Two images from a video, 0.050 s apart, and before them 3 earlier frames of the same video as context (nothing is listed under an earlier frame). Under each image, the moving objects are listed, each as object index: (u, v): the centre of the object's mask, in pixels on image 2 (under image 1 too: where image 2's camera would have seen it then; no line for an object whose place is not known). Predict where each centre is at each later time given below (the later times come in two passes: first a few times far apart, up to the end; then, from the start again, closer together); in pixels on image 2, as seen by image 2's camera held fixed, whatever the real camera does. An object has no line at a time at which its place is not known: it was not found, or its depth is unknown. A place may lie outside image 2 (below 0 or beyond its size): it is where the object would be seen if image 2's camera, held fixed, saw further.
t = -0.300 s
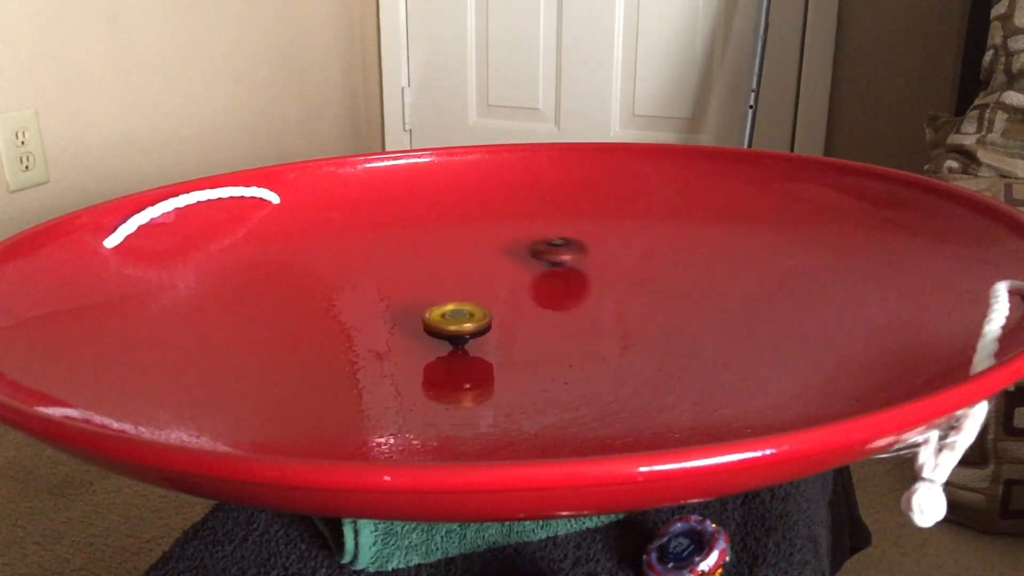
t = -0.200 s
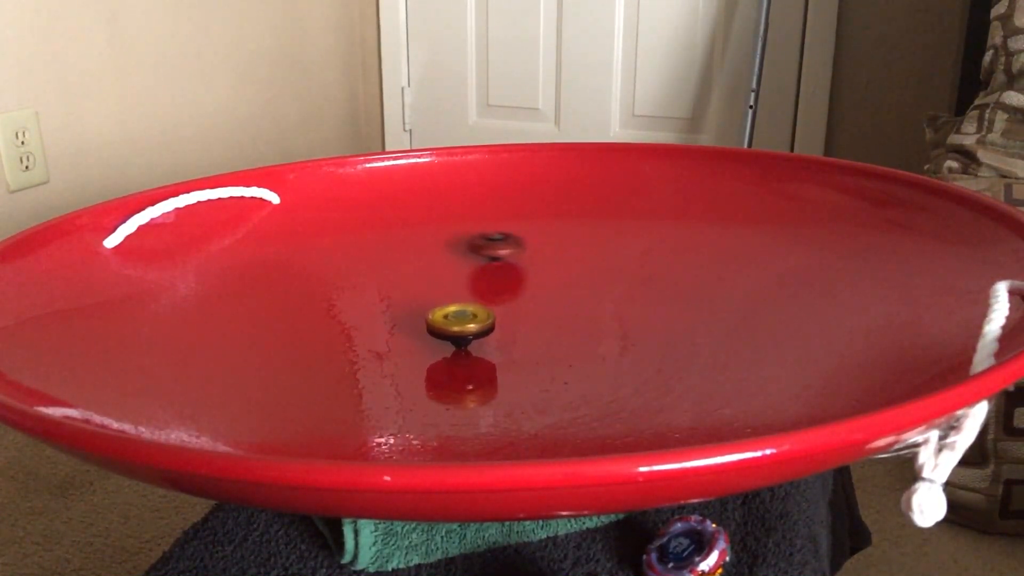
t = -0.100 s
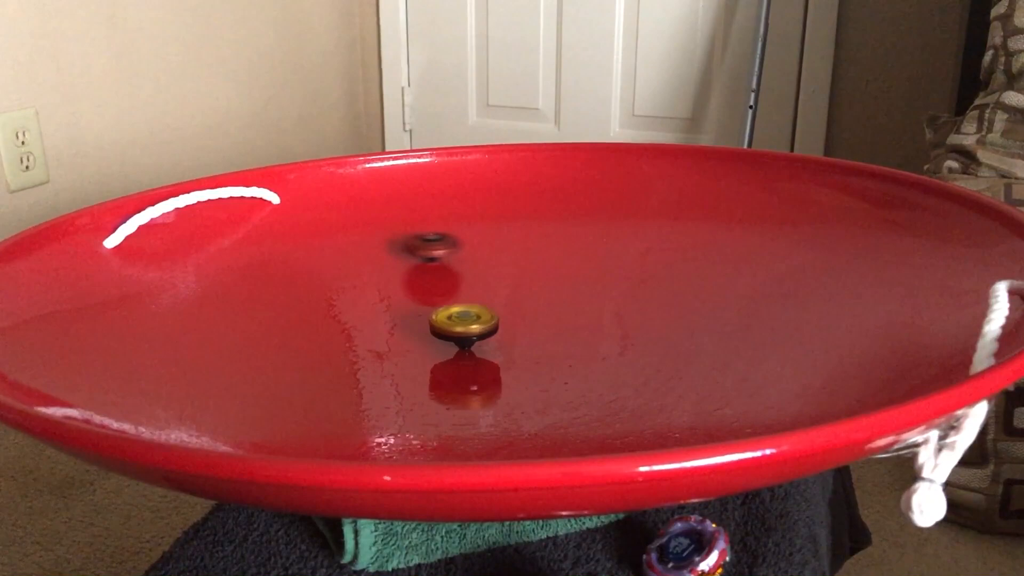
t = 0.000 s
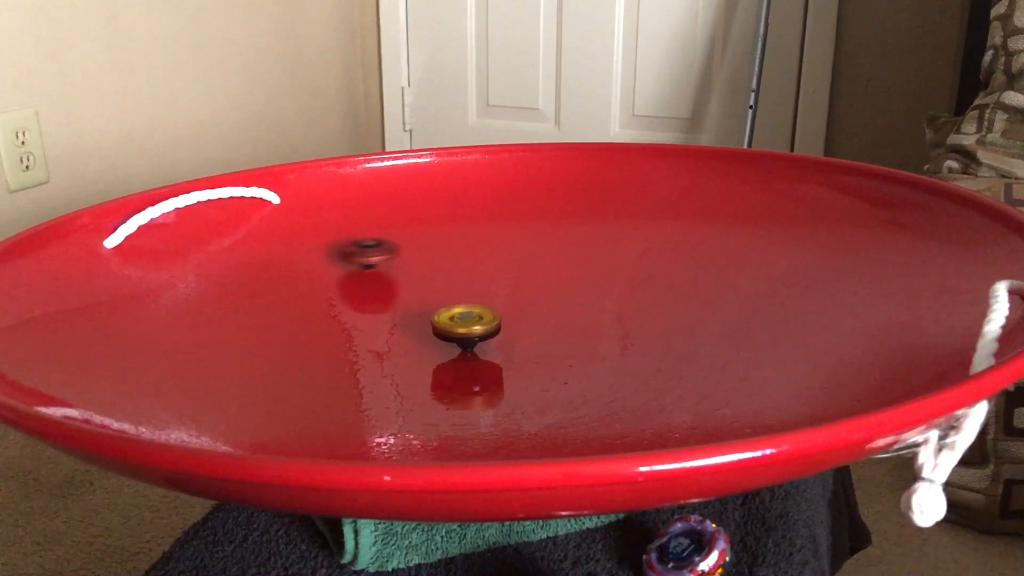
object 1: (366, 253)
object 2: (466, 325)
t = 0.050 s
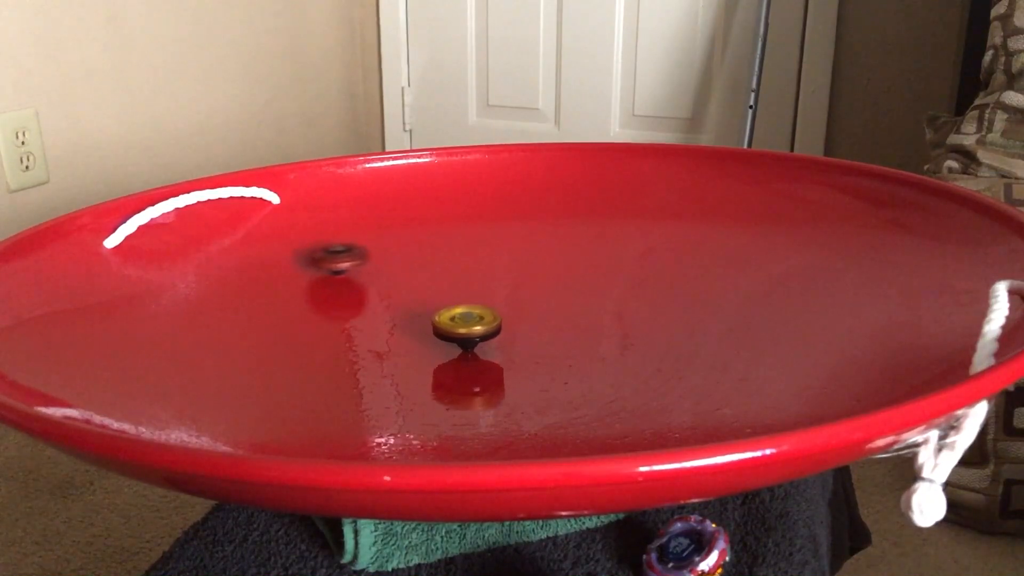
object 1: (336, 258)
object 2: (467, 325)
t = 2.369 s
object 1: (245, 365)
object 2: (453, 325)
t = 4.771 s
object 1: (634, 370)
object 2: (444, 332)
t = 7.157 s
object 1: (557, 262)
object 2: (450, 331)
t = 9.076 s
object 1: (523, 261)
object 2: (459, 323)
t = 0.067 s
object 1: (326, 261)
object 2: (467, 325)
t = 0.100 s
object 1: (309, 265)
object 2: (467, 325)
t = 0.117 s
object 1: (300, 268)
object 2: (467, 325)
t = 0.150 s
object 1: (281, 274)
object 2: (468, 326)
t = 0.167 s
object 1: (275, 277)
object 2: (468, 326)
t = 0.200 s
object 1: (260, 284)
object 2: (469, 326)
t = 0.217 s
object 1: (252, 288)
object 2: (469, 326)
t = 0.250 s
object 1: (240, 295)
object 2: (469, 326)
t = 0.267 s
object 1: (235, 299)
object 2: (469, 326)
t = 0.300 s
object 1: (225, 308)
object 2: (469, 326)
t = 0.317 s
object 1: (222, 312)
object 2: (470, 326)
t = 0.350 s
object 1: (217, 322)
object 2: (470, 327)
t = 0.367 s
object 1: (216, 327)
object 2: (470, 327)
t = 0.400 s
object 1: (215, 336)
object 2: (470, 327)
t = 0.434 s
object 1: (218, 346)
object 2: (470, 327)
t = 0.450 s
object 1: (221, 351)
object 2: (470, 327)
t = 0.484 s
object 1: (229, 361)
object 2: (470, 327)
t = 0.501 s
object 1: (235, 366)
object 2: (470, 327)
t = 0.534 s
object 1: (248, 375)
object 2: (470, 327)
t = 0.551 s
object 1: (257, 380)
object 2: (470, 327)
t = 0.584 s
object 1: (276, 389)
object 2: (469, 327)
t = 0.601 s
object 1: (287, 392)
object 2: (469, 327)
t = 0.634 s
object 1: (312, 399)
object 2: (468, 327)
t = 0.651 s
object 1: (326, 402)
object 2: (467, 327)
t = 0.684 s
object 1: (356, 408)
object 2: (466, 327)
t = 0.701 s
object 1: (371, 410)
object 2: (465, 327)
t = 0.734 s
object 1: (402, 412)
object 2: (464, 327)
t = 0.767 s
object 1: (436, 414)
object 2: (464, 327)
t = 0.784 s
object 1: (453, 415)
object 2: (464, 327)
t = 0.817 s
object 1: (487, 413)
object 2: (463, 326)
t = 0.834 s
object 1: (503, 411)
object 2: (462, 326)
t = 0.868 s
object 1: (534, 407)
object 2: (461, 326)
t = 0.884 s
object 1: (549, 404)
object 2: (461, 326)
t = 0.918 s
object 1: (577, 398)
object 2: (459, 326)
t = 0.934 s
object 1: (590, 396)
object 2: (459, 326)
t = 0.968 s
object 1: (615, 388)
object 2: (458, 326)
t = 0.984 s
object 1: (625, 384)
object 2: (457, 326)
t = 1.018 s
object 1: (644, 375)
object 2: (455, 326)
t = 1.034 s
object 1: (653, 371)
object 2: (455, 326)
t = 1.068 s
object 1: (667, 360)
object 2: (454, 326)
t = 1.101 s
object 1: (678, 351)
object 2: (452, 326)
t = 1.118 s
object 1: (682, 346)
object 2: (452, 326)
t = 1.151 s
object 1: (687, 337)
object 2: (450, 326)
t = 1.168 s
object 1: (689, 332)
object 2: (450, 326)
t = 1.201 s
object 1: (689, 322)
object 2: (448, 325)
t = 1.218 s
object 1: (689, 317)
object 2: (448, 325)
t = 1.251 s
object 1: (685, 308)
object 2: (446, 325)
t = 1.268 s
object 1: (682, 304)
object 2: (446, 325)
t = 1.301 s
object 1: (675, 296)
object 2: (444, 325)
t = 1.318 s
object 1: (670, 292)
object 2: (444, 325)
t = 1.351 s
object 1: (660, 285)
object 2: (443, 325)
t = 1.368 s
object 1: (654, 282)
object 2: (442, 325)
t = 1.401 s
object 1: (640, 275)
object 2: (441, 325)
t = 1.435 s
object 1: (626, 269)
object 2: (440, 325)
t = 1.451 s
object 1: (618, 267)
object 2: (440, 325)
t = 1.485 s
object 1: (601, 262)
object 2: (439, 325)
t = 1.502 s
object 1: (592, 260)
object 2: (438, 325)
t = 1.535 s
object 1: (574, 257)
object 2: (438, 325)
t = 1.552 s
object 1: (565, 255)
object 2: (437, 325)
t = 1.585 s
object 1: (545, 252)
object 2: (436, 325)
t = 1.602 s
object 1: (535, 251)
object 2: (436, 325)
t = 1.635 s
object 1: (515, 249)
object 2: (436, 325)
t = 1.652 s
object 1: (505, 249)
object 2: (435, 325)
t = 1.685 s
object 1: (483, 248)
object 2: (435, 325)
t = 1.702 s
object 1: (473, 248)
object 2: (435, 325)
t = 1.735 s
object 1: (452, 248)
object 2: (435, 325)
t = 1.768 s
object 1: (425, 249)
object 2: (435, 325)
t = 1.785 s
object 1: (418, 250)
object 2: (435, 325)
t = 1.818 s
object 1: (398, 251)
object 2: (435, 325)
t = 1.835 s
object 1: (385, 252)
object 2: (435, 325)
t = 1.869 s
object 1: (366, 255)
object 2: (436, 325)
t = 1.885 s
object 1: (360, 257)
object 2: (436, 326)
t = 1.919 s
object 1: (341, 261)
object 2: (437, 326)
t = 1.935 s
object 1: (330, 263)
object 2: (437, 326)
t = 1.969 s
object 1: (313, 268)
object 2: (438, 326)
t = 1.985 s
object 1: (304, 271)
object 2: (439, 326)
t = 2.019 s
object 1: (288, 276)
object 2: (440, 326)
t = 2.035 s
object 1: (281, 279)
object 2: (440, 326)
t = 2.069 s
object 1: (266, 286)
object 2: (441, 326)
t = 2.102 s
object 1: (254, 293)
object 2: (442, 326)
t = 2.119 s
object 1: (247, 297)
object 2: (443, 326)
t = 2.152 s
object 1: (238, 305)
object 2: (444, 326)
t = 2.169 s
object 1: (234, 310)
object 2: (445, 326)
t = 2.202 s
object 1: (228, 318)
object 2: (446, 326)
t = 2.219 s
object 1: (226, 323)
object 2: (447, 326)
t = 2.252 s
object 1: (225, 332)
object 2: (448, 326)
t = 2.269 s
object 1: (225, 336)
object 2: (449, 326)
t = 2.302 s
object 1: (228, 346)
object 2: (450, 326)
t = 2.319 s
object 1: (230, 351)
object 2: (451, 325)
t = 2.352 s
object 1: (239, 361)
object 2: (452, 325)
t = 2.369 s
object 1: (245, 365)
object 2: (453, 325)
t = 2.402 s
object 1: (258, 374)
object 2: (454, 325)
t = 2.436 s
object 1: (275, 382)
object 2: (456, 325)
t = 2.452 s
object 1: (285, 386)
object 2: (457, 325)
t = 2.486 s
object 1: (307, 394)
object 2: (458, 325)
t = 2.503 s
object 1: (320, 397)
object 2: (459, 325)
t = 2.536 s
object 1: (347, 402)
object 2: (461, 324)
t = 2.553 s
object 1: (362, 405)
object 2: (461, 324)
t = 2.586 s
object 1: (391, 408)
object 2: (462, 324)
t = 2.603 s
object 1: (407, 409)
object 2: (463, 324)
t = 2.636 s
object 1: (437, 410)
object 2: (465, 324)
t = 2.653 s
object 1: (454, 410)
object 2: (465, 324)
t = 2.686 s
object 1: (487, 409)
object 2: (466, 324)
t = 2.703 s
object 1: (503, 407)
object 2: (467, 324)
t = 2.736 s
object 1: (532, 403)
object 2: (468, 324)
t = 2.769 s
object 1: (561, 398)
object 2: (469, 324)
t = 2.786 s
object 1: (574, 395)
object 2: (470, 323)
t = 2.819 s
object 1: (598, 388)
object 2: (471, 323)
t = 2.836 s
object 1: (608, 384)
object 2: (472, 323)
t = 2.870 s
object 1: (629, 376)
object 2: (473, 323)
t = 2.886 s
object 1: (638, 372)
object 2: (474, 322)
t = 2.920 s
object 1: (652, 363)
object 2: (475, 322)
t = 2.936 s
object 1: (659, 359)
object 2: (475, 322)
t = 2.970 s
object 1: (669, 350)
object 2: (476, 322)
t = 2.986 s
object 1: (673, 345)
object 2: (477, 322)
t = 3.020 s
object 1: (678, 336)
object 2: (477, 322)
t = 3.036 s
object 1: (680, 332)
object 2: (478, 321)
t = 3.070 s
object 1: (681, 322)
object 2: (478, 321)
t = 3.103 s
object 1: (679, 313)
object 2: (478, 321)
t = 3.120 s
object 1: (677, 309)
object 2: (478, 321)
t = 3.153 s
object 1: (671, 301)
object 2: (478, 321)
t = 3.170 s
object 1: (667, 297)
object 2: (478, 321)
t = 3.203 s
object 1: (658, 290)
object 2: (478, 321)
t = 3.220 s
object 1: (652, 286)
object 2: (478, 321)
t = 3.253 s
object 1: (640, 280)
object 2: (478, 321)
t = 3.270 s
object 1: (634, 277)
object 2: (477, 320)
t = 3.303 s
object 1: (620, 271)
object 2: (476, 320)
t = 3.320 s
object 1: (611, 268)
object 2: (476, 320)
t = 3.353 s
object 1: (595, 264)
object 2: (475, 320)
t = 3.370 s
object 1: (587, 262)
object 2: (475, 320)
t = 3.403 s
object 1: (570, 259)
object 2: (474, 320)
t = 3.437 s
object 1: (551, 255)
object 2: (473, 320)
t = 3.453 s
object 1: (542, 254)
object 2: (472, 320)
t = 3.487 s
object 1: (523, 252)
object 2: (471, 320)
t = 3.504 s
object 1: (513, 251)
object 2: (470, 321)
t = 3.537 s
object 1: (491, 250)
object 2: (469, 321)
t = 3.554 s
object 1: (482, 250)
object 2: (468, 321)
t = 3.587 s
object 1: (462, 250)
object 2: (467, 321)
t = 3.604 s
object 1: (451, 250)
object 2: (466, 321)
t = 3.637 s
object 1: (431, 251)
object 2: (465, 321)
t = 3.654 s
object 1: (422, 251)
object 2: (464, 321)
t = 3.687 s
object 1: (402, 253)
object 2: (462, 321)
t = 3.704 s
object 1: (392, 254)
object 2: (462, 322)
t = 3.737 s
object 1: (371, 257)
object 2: (460, 322)
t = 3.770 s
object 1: (351, 260)
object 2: (459, 322)
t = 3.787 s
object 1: (343, 262)
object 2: (458, 322)
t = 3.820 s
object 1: (324, 266)
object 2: (456, 322)
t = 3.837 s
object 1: (316, 269)
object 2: (455, 323)
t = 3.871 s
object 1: (299, 274)
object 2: (454, 323)
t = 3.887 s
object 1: (291, 277)
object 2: (453, 323)
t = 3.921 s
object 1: (277, 283)
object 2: (452, 323)
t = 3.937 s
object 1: (270, 287)
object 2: (451, 323)
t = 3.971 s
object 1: (256, 294)
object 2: (449, 324)
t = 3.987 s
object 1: (251, 298)
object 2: (448, 324)
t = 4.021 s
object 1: (242, 305)
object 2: (447, 324)
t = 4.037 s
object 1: (238, 310)
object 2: (446, 324)
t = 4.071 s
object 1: (232, 318)
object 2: (445, 325)
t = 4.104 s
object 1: (228, 327)
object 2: (443, 325)
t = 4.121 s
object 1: (228, 331)
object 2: (443, 326)
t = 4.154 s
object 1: (229, 341)
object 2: (442, 326)
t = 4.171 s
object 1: (231, 346)
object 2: (441, 326)
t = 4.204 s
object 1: (237, 355)
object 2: (440, 326)
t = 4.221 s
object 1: (241, 359)
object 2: (439, 327)
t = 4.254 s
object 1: (252, 368)
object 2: (439, 327)
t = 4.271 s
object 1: (259, 373)
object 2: (438, 327)
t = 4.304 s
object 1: (275, 381)
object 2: (437, 328)
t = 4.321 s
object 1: (285, 385)
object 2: (437, 328)
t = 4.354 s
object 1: (307, 392)
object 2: (437, 328)
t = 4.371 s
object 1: (318, 395)
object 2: (437, 329)
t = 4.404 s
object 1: (343, 401)
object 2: (436, 329)
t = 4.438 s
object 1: (370, 404)
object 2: (436, 330)
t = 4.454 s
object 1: (386, 406)
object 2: (436, 330)
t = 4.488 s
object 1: (416, 408)
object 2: (436, 330)
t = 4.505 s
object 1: (431, 410)
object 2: (436, 330)
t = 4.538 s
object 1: (463, 409)
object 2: (437, 331)
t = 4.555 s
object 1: (479, 407)
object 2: (438, 331)
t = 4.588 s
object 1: (508, 405)
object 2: (439, 331)
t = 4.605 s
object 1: (522, 403)
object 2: (439, 331)
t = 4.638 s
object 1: (549, 398)
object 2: (439, 331)
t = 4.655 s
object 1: (562, 394)
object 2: (440, 331)
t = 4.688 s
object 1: (586, 389)
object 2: (441, 332)
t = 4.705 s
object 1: (597, 385)
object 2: (442, 332)
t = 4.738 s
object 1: (617, 377)
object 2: (443, 332)
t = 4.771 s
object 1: (634, 370)
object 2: (444, 332)
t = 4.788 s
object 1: (641, 365)
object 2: (445, 332)
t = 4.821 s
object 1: (653, 357)
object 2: (446, 332)
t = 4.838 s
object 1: (657, 353)
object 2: (447, 332)
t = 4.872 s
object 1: (665, 344)
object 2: (448, 331)
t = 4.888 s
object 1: (668, 340)
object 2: (448, 331)
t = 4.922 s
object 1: (671, 331)
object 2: (450, 331)
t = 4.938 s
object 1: (671, 326)
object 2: (450, 331)
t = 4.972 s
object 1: (669, 318)
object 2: (452, 330)
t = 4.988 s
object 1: (668, 313)
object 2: (452, 329)
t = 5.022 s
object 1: (663, 306)
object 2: (453, 329)
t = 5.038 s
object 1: (659, 301)
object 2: (454, 329)
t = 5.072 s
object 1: (651, 294)
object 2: (455, 329)
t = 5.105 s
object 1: (641, 287)
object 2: (455, 328)
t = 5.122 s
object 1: (635, 284)
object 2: (456, 328)
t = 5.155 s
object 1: (622, 278)
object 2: (457, 328)
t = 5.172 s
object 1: (616, 275)
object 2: (457, 327)
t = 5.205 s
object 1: (601, 270)
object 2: (458, 327)
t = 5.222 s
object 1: (593, 268)
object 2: (459, 326)
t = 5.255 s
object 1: (576, 264)
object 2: (460, 326)
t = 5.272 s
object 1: (568, 263)
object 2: (460, 326)
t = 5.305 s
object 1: (550, 259)
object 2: (461, 325)
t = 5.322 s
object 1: (541, 258)
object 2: (461, 325)
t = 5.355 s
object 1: (522, 255)
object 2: (461, 325)
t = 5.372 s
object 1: (513, 255)
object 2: (462, 325)
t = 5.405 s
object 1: (493, 253)
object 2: (463, 324)
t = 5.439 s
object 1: (473, 253)
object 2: (463, 323)
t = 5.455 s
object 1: (464, 253)
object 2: (463, 323)
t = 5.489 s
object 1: (444, 253)
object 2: (463, 323)
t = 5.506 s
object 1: (433, 253)
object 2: (464, 322)
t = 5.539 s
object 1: (414, 255)
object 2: (464, 322)
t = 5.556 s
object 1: (404, 256)
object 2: (465, 322)
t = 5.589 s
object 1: (386, 258)
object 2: (465, 322)
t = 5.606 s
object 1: (376, 260)
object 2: (465, 321)
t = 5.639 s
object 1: (357, 263)
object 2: (466, 321)
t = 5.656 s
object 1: (348, 265)
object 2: (466, 321)
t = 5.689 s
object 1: (329, 269)
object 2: (466, 320)
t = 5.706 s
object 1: (321, 272)
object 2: (466, 320)
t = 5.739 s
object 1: (305, 276)
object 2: (467, 320)
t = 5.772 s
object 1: (290, 282)
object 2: (467, 319)
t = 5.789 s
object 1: (283, 285)
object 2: (467, 319)
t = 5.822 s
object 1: (270, 292)
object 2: (467, 319)
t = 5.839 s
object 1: (264, 295)
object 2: (467, 319)
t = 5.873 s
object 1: (255, 303)
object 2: (467, 318)
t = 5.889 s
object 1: (250, 306)
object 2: (467, 318)
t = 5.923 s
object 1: (243, 314)
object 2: (466, 318)
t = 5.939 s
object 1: (240, 318)
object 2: (466, 318)
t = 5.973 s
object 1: (237, 327)
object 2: (466, 318)
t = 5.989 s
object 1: (236, 331)
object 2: (466, 318)
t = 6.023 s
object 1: (237, 340)
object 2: (465, 318)
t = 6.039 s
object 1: (239, 345)
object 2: (465, 318)
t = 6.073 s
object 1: (245, 354)
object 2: (464, 318)
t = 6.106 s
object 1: (254, 363)
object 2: (463, 319)
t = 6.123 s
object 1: (261, 367)
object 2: (463, 319)
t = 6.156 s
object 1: (275, 375)
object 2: (462, 319)
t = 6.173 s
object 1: (283, 379)
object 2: (462, 319)
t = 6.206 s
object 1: (302, 387)
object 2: (461, 319)
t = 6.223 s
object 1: (313, 390)
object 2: (461, 319)
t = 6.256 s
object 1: (337, 396)
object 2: (460, 320)
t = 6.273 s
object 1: (350, 398)
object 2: (460, 320)
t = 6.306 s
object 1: (376, 402)
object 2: (459, 320)
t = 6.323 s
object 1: (390, 403)
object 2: (459, 320)
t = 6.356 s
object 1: (419, 405)
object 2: (458, 321)
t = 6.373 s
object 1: (433, 406)
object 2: (458, 321)
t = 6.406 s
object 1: (464, 406)
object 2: (457, 321)
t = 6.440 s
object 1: (493, 404)
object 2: (457, 322)
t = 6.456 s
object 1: (508, 403)
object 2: (457, 322)
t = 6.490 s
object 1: (535, 398)
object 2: (456, 322)
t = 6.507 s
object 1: (548, 396)
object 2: (456, 322)
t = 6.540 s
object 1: (572, 390)
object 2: (456, 323)
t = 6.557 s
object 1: (583, 386)
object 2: (455, 323)
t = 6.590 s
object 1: (604, 379)
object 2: (455, 323)
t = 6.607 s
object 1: (613, 375)
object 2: (454, 323)
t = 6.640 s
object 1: (629, 367)
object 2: (454, 324)
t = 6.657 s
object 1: (636, 363)
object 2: (454, 324)
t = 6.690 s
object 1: (648, 355)
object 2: (454, 325)
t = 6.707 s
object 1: (652, 350)
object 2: (453, 325)
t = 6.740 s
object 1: (659, 342)
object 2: (453, 326)
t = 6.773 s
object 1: (664, 333)
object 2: (452, 326)
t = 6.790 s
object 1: (665, 329)
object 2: (452, 326)
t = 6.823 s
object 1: (665, 320)
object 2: (452, 327)
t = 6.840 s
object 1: (664, 317)
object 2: (452, 327)
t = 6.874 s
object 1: (660, 309)
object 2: (452, 328)
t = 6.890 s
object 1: (657, 305)
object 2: (452, 327)
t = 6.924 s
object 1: (650, 297)
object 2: (451, 328)
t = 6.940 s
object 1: (646, 294)
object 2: (451, 328)
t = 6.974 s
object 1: (636, 287)
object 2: (450, 329)
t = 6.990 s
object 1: (630, 284)
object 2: (451, 329)
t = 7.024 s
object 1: (618, 278)
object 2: (451, 329)
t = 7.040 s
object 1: (612, 276)
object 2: (450, 329)
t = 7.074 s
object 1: (597, 271)
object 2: (450, 330)
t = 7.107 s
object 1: (582, 267)
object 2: (450, 330)
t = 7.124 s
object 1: (574, 265)
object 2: (450, 330)
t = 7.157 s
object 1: (557, 262)
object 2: (450, 331)
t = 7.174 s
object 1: (549, 261)
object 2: (450, 331)
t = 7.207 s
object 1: (530, 258)
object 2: (450, 331)
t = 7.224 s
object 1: (521, 257)
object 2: (450, 331)
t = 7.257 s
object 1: (503, 256)
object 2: (450, 331)
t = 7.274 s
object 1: (493, 255)
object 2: (450, 332)
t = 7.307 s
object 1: (475, 255)
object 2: (450, 332)
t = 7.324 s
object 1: (465, 255)
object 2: (450, 332)
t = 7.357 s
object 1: (445, 255)
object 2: (451, 332)
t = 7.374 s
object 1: (436, 256)
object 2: (451, 332)
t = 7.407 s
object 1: (416, 257)
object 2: (451, 331)
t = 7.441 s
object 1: (398, 259)
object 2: (451, 332)
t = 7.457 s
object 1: (389, 260)
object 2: (451, 332)
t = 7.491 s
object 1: (370, 263)
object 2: (452, 331)
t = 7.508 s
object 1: (361, 265)
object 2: (452, 331)
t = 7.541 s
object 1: (344, 269)
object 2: (452, 331)
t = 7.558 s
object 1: (336, 272)
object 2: (452, 331)
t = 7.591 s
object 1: (319, 276)
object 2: (452, 331)
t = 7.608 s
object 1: (312, 279)
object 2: (452, 331)
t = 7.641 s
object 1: (298, 284)
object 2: (453, 330)
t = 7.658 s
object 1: (291, 288)
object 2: (453, 330)
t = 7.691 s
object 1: (279, 294)
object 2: (453, 330)
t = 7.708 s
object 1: (273, 297)
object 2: (452, 329)
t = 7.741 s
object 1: (264, 304)
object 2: (452, 329)
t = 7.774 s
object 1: (257, 312)
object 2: (453, 328)
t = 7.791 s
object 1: (254, 316)
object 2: (453, 328)
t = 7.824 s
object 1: (250, 324)
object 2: (453, 328)
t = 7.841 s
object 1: (249, 328)
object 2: (453, 327)
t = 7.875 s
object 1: (249, 337)
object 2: (453, 327)
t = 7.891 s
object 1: (250, 341)
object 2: (453, 327)
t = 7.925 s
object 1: (254, 350)
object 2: (453, 326)
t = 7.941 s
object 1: (258, 354)
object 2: (453, 326)
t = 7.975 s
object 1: (267, 362)
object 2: (453, 326)
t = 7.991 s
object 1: (273, 367)
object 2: (453, 325)
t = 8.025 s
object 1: (286, 375)
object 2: (453, 325)
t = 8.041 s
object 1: (294, 378)
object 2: (453, 325)
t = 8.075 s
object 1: (313, 385)
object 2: (452, 325)
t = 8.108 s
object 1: (333, 391)
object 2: (452, 324)
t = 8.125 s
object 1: (345, 394)
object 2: (452, 324)
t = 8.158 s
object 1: (370, 398)
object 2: (452, 324)
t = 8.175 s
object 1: (382, 399)
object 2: (452, 324)
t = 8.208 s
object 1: (409, 401)
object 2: (452, 324)
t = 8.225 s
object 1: (423, 403)
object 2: (452, 323)
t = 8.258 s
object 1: (451, 403)
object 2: (452, 323)
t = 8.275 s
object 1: (465, 403)
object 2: (451, 323)
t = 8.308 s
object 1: (494, 400)
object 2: (451, 322)
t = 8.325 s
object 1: (507, 399)
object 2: (451, 322)
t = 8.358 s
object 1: (532, 396)
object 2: (451, 322)
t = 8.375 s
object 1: (545, 393)
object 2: (451, 322)
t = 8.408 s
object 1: (567, 387)
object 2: (451, 322)
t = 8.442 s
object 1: (588, 381)
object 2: (451, 321)
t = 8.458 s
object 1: (597, 378)
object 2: (451, 321)
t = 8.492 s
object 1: (614, 370)
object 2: (451, 321)
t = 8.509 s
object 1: (621, 366)
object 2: (451, 321)
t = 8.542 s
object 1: (633, 359)
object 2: (451, 320)
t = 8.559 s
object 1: (639, 354)
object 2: (451, 320)
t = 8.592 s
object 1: (647, 346)
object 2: (451, 321)
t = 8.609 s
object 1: (650, 342)
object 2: (452, 321)
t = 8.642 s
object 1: (654, 334)
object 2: (452, 321)
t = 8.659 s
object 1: (655, 330)
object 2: (452, 321)
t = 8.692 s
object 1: (655, 322)
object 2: (453, 321)
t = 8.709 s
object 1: (653, 318)
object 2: (453, 321)
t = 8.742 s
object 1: (650, 310)
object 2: (453, 321)
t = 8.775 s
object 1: (643, 303)
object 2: (454, 321)
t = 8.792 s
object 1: (640, 299)
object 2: (454, 321)
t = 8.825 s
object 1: (631, 293)
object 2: (455, 321)
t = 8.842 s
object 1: (626, 290)
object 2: (455, 321)
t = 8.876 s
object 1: (614, 284)
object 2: (455, 322)
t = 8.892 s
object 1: (609, 281)
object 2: (456, 322)
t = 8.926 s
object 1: (595, 276)
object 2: (457, 322)
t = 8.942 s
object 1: (588, 274)
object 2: (457, 322)
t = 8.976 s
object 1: (573, 271)
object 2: (458, 322)
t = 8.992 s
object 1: (565, 269)
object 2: (458, 322)
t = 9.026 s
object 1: (549, 266)
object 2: (459, 323)
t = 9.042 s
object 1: (540, 264)
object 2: (459, 323)
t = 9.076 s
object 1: (523, 261)
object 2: (459, 323)
